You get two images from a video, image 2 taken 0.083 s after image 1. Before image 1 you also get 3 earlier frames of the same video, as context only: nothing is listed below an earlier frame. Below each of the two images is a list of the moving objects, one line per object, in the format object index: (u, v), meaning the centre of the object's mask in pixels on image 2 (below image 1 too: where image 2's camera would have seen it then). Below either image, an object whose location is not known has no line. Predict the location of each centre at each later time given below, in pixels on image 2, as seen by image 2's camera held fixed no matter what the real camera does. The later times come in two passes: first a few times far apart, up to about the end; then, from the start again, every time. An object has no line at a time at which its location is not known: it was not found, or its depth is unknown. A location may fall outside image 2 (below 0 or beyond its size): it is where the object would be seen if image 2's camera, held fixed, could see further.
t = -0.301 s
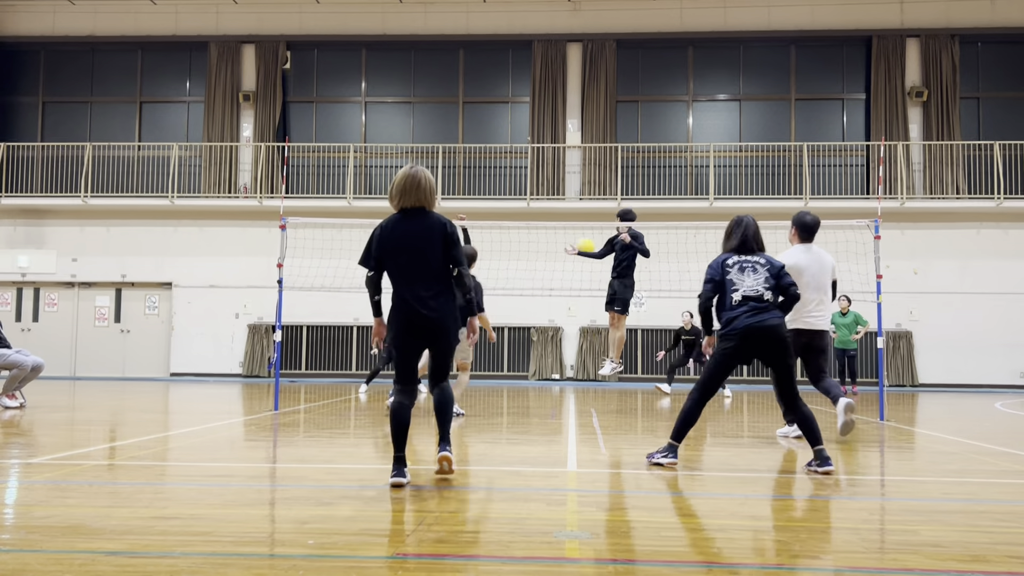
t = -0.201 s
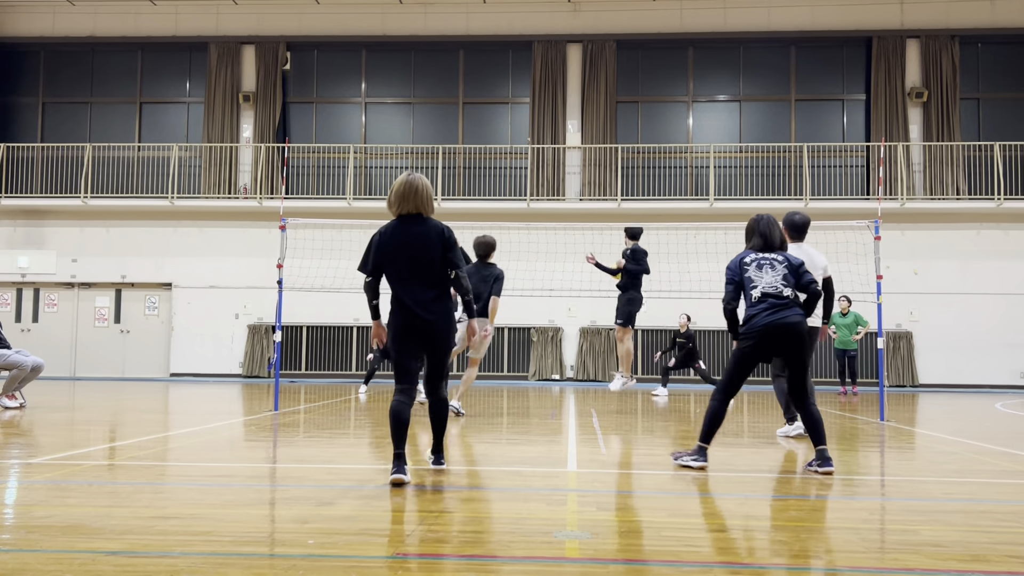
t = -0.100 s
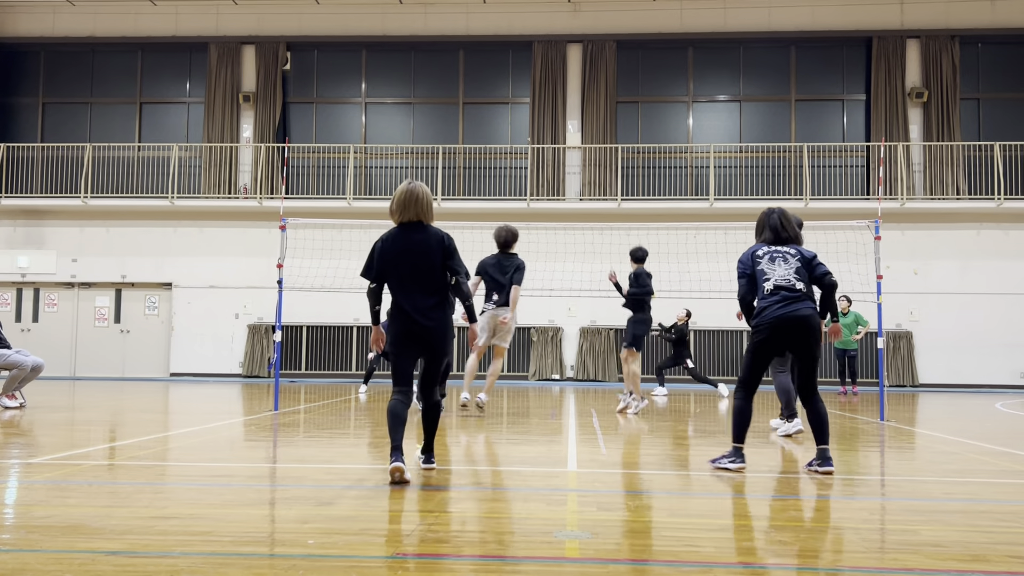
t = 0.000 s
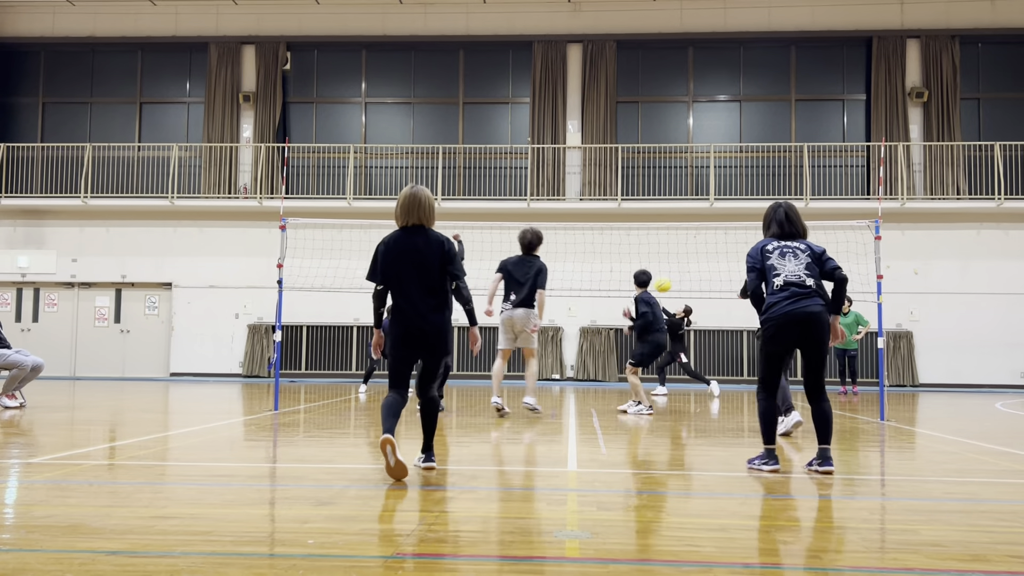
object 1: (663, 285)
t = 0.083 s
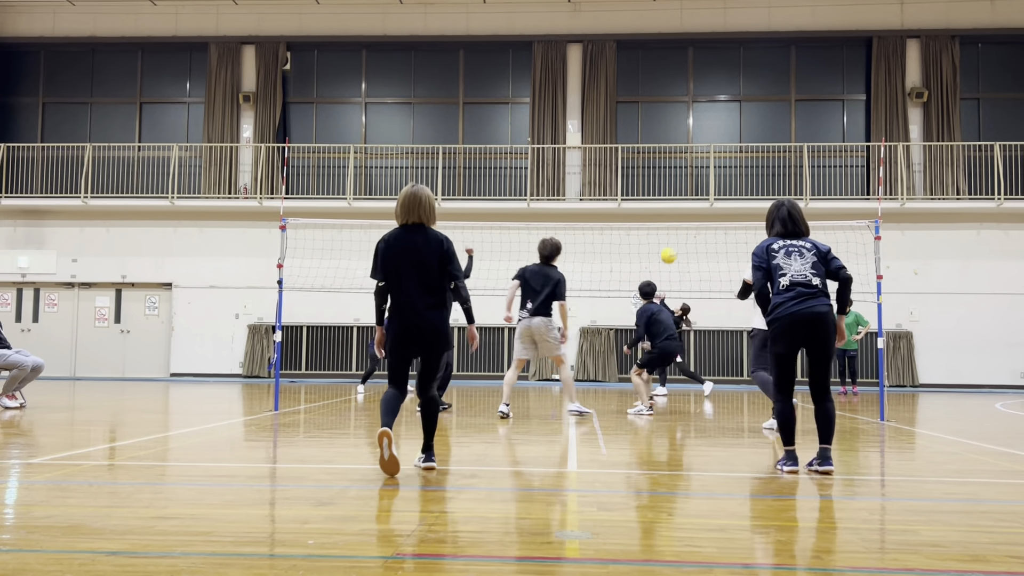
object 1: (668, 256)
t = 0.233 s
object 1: (679, 214)
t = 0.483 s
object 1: (694, 175)
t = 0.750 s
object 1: (709, 183)
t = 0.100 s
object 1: (669, 250)
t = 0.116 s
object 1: (670, 245)
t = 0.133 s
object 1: (672, 240)
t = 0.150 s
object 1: (673, 235)
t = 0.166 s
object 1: (674, 230)
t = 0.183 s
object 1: (675, 225)
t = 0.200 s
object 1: (677, 221)
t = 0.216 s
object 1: (678, 216)
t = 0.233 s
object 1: (679, 214)
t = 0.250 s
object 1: (680, 210)
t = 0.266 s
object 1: (681, 206)
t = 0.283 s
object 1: (682, 203)
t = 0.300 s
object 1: (683, 199)
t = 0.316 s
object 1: (684, 196)
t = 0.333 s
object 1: (685, 193)
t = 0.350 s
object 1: (686, 191)
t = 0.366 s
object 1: (688, 186)
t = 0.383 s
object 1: (689, 184)
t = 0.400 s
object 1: (689, 182)
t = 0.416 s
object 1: (690, 180)
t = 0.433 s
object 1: (691, 179)
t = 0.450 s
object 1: (692, 177)
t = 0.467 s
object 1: (693, 176)
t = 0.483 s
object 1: (694, 175)
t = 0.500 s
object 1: (695, 174)
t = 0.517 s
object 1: (696, 174)
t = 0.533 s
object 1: (697, 173)
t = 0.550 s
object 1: (698, 173)
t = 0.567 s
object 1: (699, 173)
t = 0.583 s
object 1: (699, 172)
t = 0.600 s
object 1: (701, 173)
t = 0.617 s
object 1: (701, 173)
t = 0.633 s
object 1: (702, 174)
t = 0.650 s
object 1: (703, 174)
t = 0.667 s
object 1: (704, 175)
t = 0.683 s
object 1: (705, 176)
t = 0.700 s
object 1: (706, 177)
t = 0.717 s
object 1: (707, 179)
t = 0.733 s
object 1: (708, 181)
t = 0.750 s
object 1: (709, 183)
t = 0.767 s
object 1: (710, 185)
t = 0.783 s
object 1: (711, 187)
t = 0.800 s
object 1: (712, 189)
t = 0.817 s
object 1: (713, 192)
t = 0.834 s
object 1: (714, 195)
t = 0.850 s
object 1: (715, 197)
